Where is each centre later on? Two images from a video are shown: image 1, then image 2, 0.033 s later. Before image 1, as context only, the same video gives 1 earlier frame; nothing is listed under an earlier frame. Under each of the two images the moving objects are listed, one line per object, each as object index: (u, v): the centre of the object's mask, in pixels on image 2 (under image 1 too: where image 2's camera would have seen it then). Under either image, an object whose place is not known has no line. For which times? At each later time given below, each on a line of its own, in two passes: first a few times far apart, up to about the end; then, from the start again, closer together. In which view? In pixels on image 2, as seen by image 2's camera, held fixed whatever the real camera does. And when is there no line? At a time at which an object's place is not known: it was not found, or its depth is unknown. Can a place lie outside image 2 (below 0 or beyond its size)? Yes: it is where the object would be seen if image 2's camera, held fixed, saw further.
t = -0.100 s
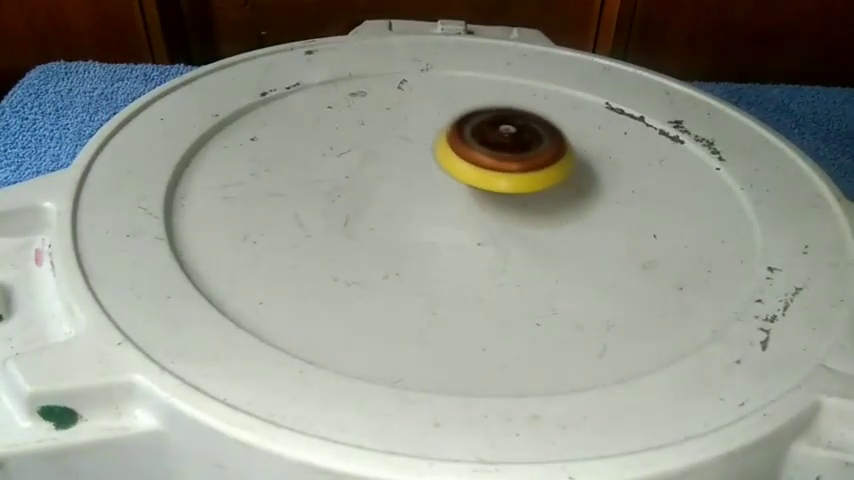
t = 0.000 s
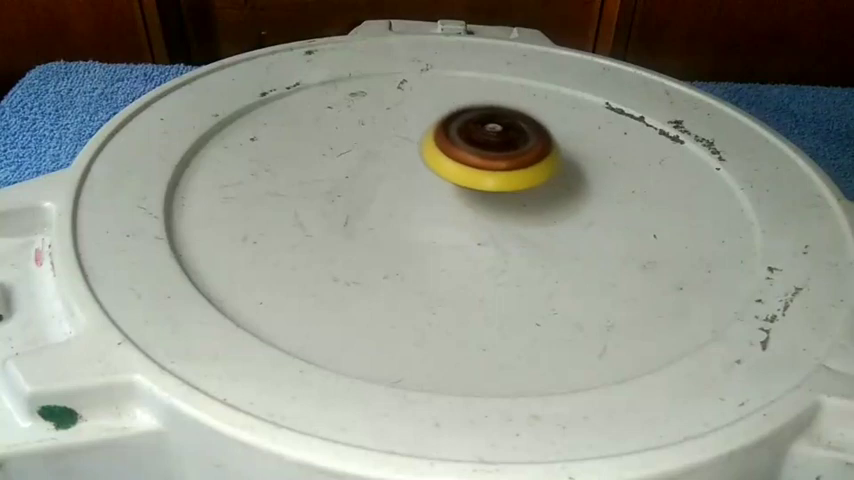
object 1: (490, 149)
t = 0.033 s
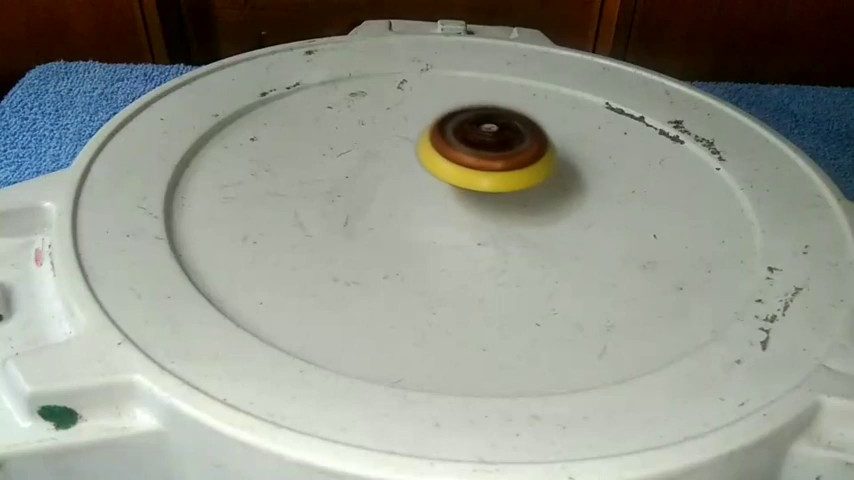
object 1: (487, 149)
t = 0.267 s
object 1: (494, 161)
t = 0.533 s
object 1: (532, 172)
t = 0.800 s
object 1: (515, 152)
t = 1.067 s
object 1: (514, 183)
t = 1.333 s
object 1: (548, 196)
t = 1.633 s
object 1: (556, 188)
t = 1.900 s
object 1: (525, 180)
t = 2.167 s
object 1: (519, 192)
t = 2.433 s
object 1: (518, 187)
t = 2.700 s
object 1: (518, 190)
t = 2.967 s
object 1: (520, 181)
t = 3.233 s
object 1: (527, 171)
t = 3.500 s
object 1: (509, 159)
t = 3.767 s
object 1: (509, 162)
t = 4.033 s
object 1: (519, 172)
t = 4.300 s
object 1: (523, 167)
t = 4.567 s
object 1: (529, 184)
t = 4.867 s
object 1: (535, 182)
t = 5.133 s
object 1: (525, 184)
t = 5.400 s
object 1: (516, 188)
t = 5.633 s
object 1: (518, 190)
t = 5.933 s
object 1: (509, 184)
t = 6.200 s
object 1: (518, 187)
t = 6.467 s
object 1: (521, 178)
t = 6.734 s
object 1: (523, 166)
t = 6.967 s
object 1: (511, 164)
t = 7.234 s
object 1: (523, 176)
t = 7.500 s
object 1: (531, 173)
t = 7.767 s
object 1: (520, 178)
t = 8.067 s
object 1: (530, 184)
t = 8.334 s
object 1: (529, 183)
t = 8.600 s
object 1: (519, 184)
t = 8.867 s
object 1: (511, 184)
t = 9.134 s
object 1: (524, 190)
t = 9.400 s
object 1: (531, 179)
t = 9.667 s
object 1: (514, 166)
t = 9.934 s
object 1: (519, 175)
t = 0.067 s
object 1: (483, 150)
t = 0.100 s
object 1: (482, 152)
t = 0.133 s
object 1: (482, 154)
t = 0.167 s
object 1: (483, 156)
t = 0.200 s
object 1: (484, 158)
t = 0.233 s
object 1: (489, 160)
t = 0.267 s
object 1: (494, 161)
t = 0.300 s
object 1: (499, 163)
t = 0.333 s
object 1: (505, 165)
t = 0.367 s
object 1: (510, 168)
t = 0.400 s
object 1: (514, 170)
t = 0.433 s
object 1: (517, 172)
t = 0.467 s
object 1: (523, 174)
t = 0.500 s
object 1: (528, 173)
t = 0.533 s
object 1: (532, 172)
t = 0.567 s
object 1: (536, 170)
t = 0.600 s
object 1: (537, 167)
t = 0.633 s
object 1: (538, 164)
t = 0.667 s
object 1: (536, 161)
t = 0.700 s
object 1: (532, 158)
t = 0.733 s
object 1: (527, 155)
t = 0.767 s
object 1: (522, 153)
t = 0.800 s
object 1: (515, 152)
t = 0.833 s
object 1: (507, 153)
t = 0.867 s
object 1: (501, 154)
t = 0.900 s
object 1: (500, 158)
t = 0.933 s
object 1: (500, 163)
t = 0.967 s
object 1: (501, 168)
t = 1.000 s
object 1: (506, 173)
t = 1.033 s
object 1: (510, 178)
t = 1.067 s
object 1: (514, 183)
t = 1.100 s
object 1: (517, 187)
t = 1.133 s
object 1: (520, 190)
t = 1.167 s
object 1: (524, 192)
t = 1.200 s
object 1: (529, 194)
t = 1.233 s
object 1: (534, 196)
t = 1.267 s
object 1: (539, 196)
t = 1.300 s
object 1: (544, 196)
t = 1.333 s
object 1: (548, 196)
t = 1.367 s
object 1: (552, 195)
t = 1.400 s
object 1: (555, 194)
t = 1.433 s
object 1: (556, 193)
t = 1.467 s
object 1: (557, 192)
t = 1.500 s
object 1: (557, 190)
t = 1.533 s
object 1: (556, 189)
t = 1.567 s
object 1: (556, 189)
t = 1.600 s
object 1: (556, 189)
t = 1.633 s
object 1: (556, 188)
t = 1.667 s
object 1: (554, 187)
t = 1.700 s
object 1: (552, 185)
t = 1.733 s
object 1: (549, 184)
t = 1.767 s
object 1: (544, 182)
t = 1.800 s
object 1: (540, 181)
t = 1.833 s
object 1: (535, 180)
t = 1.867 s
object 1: (529, 180)
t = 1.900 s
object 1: (525, 180)
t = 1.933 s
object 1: (521, 182)
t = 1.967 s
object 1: (517, 183)
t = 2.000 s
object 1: (514, 185)
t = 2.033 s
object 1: (511, 185)
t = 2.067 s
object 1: (508, 186)
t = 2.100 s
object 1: (509, 187)
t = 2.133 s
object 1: (513, 189)
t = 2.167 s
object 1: (519, 192)
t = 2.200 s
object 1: (523, 193)
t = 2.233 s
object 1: (525, 193)
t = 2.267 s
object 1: (525, 193)
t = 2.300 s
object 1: (524, 191)
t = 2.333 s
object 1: (523, 190)
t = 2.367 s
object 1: (522, 188)
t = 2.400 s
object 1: (520, 187)
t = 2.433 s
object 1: (518, 187)
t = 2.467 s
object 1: (517, 186)
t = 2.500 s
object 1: (515, 185)
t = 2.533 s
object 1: (512, 184)
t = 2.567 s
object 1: (508, 183)
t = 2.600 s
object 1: (506, 184)
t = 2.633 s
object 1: (508, 187)
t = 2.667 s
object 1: (513, 189)
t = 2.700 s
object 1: (518, 190)
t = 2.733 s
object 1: (521, 190)
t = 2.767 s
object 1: (521, 189)
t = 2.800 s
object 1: (521, 187)
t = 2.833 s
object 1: (522, 186)
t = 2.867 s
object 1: (522, 184)
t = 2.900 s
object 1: (522, 183)
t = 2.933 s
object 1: (521, 182)
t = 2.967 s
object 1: (520, 181)
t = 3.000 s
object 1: (520, 180)
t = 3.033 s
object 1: (521, 179)
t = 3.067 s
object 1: (521, 178)
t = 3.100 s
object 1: (522, 177)
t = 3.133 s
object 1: (523, 177)
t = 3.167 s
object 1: (524, 175)
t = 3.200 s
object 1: (526, 173)
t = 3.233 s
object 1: (527, 171)
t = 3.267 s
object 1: (526, 168)
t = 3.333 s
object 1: (522, 165)
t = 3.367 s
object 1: (519, 163)
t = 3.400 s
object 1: (516, 161)
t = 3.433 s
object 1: (514, 160)
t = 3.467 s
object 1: (512, 160)
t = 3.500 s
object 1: (509, 159)
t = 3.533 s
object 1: (507, 159)
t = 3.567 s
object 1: (506, 159)
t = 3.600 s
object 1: (506, 159)
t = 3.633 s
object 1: (506, 159)
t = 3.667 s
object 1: (507, 160)
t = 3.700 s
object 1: (507, 161)
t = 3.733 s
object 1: (508, 162)
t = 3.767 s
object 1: (509, 162)
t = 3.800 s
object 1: (510, 163)
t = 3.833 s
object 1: (511, 164)
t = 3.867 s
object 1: (512, 165)
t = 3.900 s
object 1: (513, 166)
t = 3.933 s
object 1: (514, 167)
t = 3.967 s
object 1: (515, 169)
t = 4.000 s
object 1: (516, 171)
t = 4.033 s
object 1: (519, 172)
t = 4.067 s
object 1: (522, 173)
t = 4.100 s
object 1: (527, 172)
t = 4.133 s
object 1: (528, 171)
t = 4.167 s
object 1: (531, 170)
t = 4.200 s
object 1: (532, 169)
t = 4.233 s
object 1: (529, 168)
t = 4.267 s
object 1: (527, 167)
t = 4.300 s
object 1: (523, 167)
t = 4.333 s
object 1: (520, 168)
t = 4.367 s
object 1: (517, 169)
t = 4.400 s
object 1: (515, 172)
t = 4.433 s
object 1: (516, 175)
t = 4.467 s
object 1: (520, 177)
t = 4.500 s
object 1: (522, 180)
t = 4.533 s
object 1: (526, 182)
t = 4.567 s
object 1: (529, 184)
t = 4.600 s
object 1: (532, 185)
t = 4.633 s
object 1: (534, 186)
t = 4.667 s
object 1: (536, 186)
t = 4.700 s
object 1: (538, 186)
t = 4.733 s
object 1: (539, 185)
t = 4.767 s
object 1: (539, 184)
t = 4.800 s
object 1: (538, 184)
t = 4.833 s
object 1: (537, 183)
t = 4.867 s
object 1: (535, 182)
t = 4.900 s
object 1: (534, 182)
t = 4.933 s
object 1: (533, 182)
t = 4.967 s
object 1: (531, 182)
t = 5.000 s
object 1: (529, 183)
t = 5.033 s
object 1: (528, 183)
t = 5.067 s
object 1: (526, 184)
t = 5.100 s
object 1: (525, 184)
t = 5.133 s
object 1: (525, 184)
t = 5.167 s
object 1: (524, 185)
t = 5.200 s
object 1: (523, 185)
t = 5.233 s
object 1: (522, 186)
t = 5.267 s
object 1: (521, 187)
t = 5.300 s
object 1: (520, 187)
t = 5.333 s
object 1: (519, 187)
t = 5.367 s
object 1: (517, 188)
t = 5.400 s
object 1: (516, 188)
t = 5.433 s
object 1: (515, 188)
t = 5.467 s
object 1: (514, 189)
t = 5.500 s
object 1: (514, 189)
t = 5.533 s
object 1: (516, 189)
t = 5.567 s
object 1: (517, 190)
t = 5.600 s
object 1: (518, 190)
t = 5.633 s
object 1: (518, 190)
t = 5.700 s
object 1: (517, 189)
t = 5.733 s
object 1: (517, 189)
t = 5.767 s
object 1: (516, 188)
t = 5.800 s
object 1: (515, 188)
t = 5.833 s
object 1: (514, 187)
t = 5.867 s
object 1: (513, 186)
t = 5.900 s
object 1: (511, 185)
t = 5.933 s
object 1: (509, 184)
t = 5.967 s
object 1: (508, 184)
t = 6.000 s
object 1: (508, 185)
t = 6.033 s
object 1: (511, 187)
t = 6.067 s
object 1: (513, 188)
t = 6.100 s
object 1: (515, 188)
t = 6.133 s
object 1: (516, 188)
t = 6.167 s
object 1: (517, 187)
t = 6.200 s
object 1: (518, 187)
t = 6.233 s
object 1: (519, 186)
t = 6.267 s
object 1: (520, 185)
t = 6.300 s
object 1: (521, 184)
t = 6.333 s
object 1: (522, 183)
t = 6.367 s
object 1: (522, 182)
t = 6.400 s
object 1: (521, 180)
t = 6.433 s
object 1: (520, 178)
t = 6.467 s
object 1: (521, 178)
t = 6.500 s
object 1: (522, 177)
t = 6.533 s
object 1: (524, 176)
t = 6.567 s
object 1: (526, 175)
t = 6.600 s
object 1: (527, 174)
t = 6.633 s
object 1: (528, 171)
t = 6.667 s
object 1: (527, 169)
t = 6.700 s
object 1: (525, 167)
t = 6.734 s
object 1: (523, 166)
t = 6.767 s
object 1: (520, 165)
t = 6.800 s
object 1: (518, 164)
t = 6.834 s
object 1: (515, 163)
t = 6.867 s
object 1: (513, 163)
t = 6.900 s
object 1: (512, 163)
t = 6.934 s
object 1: (511, 164)
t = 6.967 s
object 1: (511, 164)
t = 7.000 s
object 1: (510, 165)
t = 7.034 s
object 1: (510, 166)
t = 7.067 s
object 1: (510, 168)
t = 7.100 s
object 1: (511, 169)
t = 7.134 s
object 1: (512, 172)
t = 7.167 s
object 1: (515, 174)
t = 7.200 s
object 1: (520, 175)
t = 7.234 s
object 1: (523, 176)
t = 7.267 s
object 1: (526, 176)
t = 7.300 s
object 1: (528, 176)
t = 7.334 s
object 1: (530, 176)
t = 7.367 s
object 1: (531, 176)
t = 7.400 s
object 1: (531, 175)
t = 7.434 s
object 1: (532, 175)
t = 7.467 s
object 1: (532, 174)
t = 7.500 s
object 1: (531, 173)
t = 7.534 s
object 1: (528, 173)
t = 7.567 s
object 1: (525, 171)
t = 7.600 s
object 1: (522, 170)
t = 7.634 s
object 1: (517, 170)
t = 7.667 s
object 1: (514, 172)
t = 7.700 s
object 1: (516, 174)
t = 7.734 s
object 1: (518, 176)
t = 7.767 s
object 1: (520, 178)
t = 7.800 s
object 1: (522, 180)
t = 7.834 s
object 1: (525, 181)
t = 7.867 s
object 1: (527, 183)
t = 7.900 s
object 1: (528, 184)
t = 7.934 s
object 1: (528, 184)
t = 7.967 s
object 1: (528, 184)
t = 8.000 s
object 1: (528, 184)
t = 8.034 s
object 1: (529, 184)
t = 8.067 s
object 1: (530, 184)
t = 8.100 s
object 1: (530, 184)
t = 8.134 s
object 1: (530, 184)
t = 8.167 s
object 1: (531, 184)
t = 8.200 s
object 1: (531, 184)
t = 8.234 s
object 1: (531, 184)
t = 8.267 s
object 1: (531, 183)
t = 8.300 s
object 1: (530, 183)
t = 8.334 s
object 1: (529, 183)
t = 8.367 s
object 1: (527, 183)
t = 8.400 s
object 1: (525, 182)
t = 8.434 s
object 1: (523, 183)
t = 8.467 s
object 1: (522, 184)
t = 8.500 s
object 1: (521, 184)
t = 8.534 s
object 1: (520, 184)
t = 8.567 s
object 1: (520, 184)
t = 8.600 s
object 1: (519, 184)
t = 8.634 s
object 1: (518, 184)
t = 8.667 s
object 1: (518, 185)
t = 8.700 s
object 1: (517, 185)
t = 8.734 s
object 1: (516, 185)
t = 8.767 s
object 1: (515, 185)
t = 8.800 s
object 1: (514, 185)
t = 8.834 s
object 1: (513, 184)
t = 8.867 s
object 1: (511, 184)
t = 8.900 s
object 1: (509, 184)
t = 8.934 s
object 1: (507, 184)
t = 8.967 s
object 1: (508, 187)
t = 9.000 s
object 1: (512, 189)
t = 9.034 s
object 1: (517, 191)
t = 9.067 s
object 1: (520, 191)
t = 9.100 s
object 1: (522, 191)
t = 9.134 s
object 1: (524, 190)
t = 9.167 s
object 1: (525, 188)
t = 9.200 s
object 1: (526, 187)
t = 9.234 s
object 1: (528, 185)
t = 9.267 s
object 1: (529, 184)
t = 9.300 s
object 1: (530, 183)
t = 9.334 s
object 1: (531, 181)
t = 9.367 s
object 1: (531, 180)
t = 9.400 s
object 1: (531, 179)
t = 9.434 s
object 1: (531, 177)
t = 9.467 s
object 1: (530, 176)
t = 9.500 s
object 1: (530, 174)
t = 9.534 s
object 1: (529, 172)
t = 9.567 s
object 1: (525, 169)
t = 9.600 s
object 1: (521, 167)
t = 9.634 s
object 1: (517, 166)
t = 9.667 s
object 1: (514, 166)
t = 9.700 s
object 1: (512, 166)
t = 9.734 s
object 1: (511, 167)
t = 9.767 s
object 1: (510, 168)
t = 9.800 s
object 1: (510, 169)
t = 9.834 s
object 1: (510, 171)
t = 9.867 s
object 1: (513, 173)
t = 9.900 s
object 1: (515, 174)
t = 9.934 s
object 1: (519, 175)
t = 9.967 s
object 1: (521, 175)
